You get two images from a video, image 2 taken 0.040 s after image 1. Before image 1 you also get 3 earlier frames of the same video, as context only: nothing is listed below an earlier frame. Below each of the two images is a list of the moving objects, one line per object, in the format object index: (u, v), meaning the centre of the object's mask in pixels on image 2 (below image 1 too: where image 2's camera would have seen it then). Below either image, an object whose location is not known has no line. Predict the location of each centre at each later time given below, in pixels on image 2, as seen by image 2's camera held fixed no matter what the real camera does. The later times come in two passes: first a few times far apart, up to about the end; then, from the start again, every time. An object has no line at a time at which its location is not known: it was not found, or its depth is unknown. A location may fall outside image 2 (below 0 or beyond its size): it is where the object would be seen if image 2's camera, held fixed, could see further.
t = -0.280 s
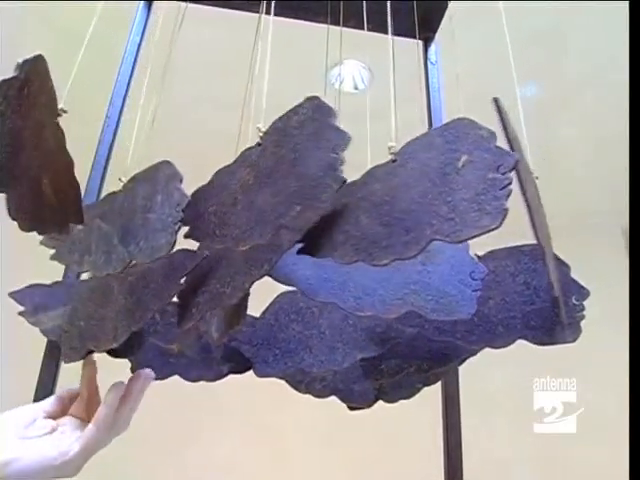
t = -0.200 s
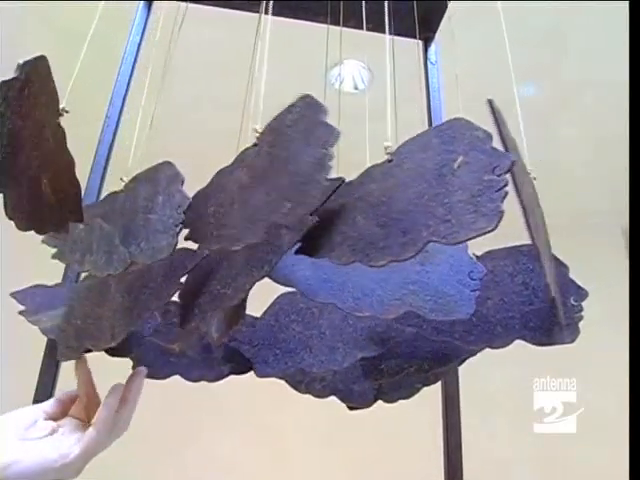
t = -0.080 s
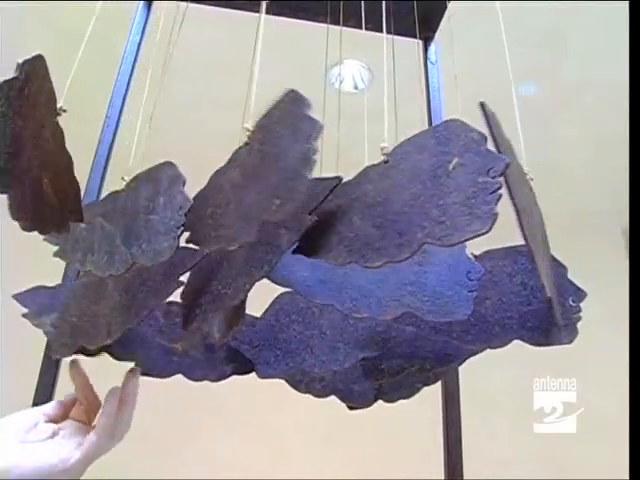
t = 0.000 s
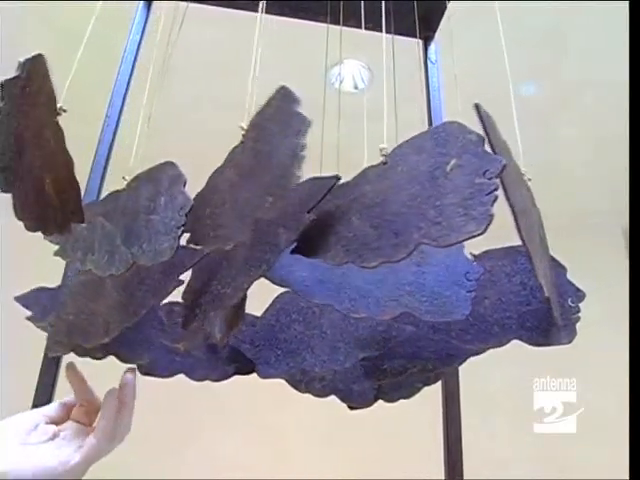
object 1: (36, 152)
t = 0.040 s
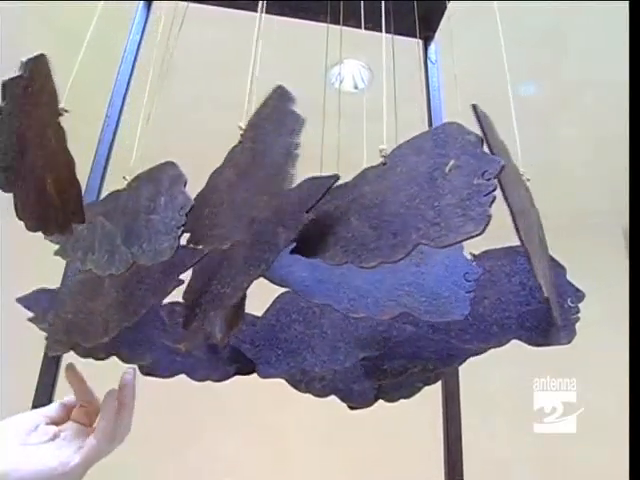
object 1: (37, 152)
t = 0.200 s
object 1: (44, 151)
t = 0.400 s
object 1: (58, 151)
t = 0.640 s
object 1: (78, 150)
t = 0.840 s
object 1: (96, 147)
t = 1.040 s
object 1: (113, 142)
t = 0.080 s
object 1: (39, 152)
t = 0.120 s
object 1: (40, 152)
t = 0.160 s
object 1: (42, 151)
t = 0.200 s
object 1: (44, 151)
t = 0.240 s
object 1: (45, 150)
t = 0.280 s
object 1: (48, 151)
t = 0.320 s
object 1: (51, 151)
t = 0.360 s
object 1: (55, 151)
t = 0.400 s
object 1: (58, 151)
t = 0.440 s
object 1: (61, 151)
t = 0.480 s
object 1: (64, 151)
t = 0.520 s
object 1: (68, 150)
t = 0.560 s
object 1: (71, 150)
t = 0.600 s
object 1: (75, 150)
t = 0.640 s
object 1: (78, 150)
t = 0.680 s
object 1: (81, 151)
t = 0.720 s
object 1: (85, 151)
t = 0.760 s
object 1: (89, 151)
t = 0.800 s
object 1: (91, 155)
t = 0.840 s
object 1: (96, 147)
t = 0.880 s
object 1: (100, 144)
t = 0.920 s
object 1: (105, 139)
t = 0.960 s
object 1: (108, 137)
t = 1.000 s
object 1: (111, 141)
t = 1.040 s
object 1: (113, 142)
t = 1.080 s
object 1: (114, 144)
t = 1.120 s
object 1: (116, 145)
